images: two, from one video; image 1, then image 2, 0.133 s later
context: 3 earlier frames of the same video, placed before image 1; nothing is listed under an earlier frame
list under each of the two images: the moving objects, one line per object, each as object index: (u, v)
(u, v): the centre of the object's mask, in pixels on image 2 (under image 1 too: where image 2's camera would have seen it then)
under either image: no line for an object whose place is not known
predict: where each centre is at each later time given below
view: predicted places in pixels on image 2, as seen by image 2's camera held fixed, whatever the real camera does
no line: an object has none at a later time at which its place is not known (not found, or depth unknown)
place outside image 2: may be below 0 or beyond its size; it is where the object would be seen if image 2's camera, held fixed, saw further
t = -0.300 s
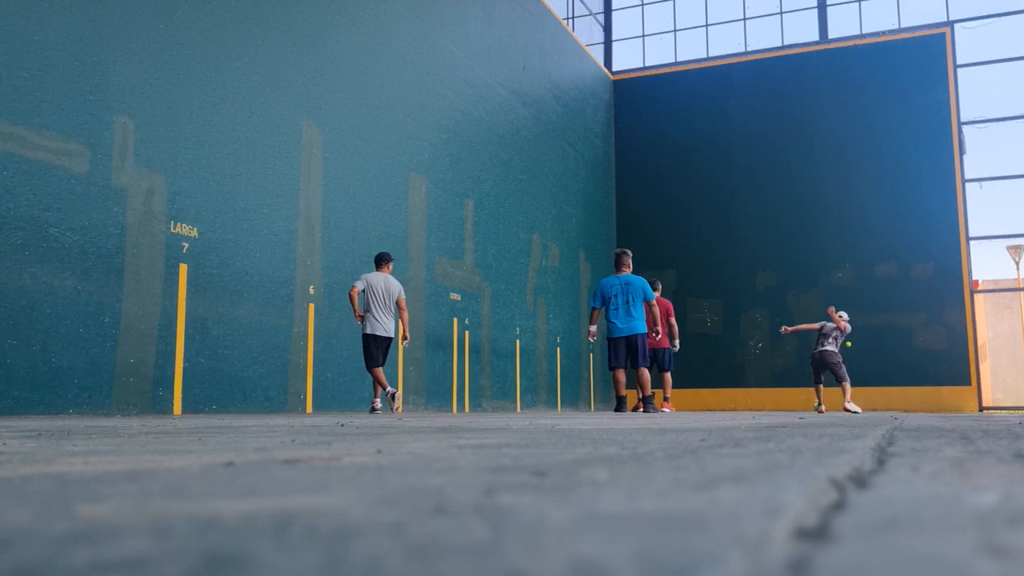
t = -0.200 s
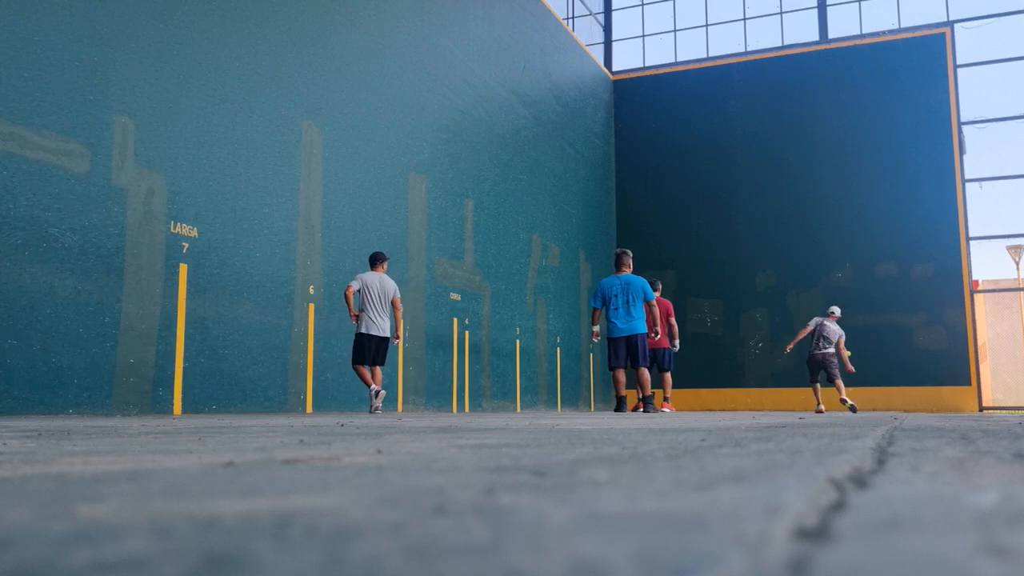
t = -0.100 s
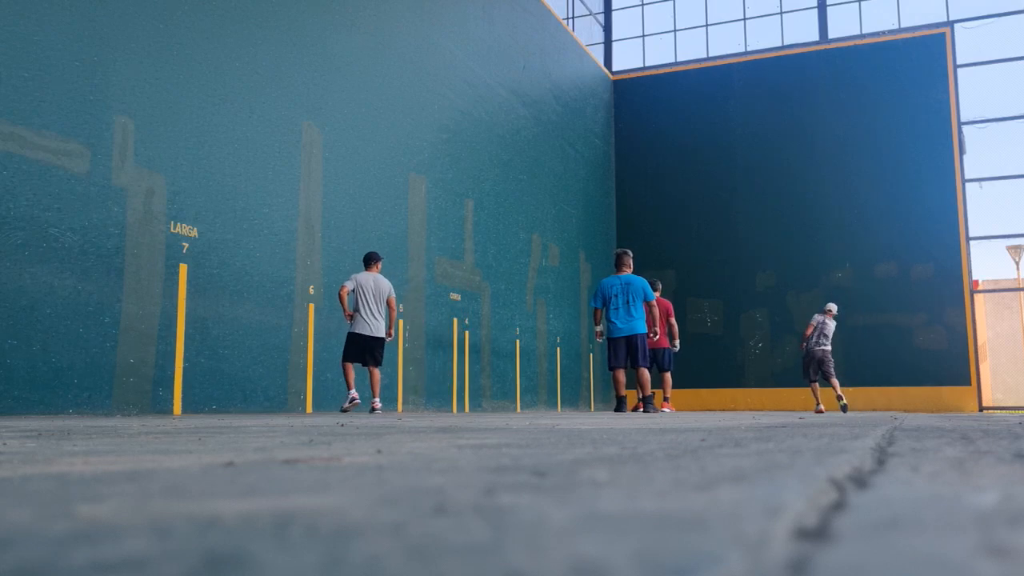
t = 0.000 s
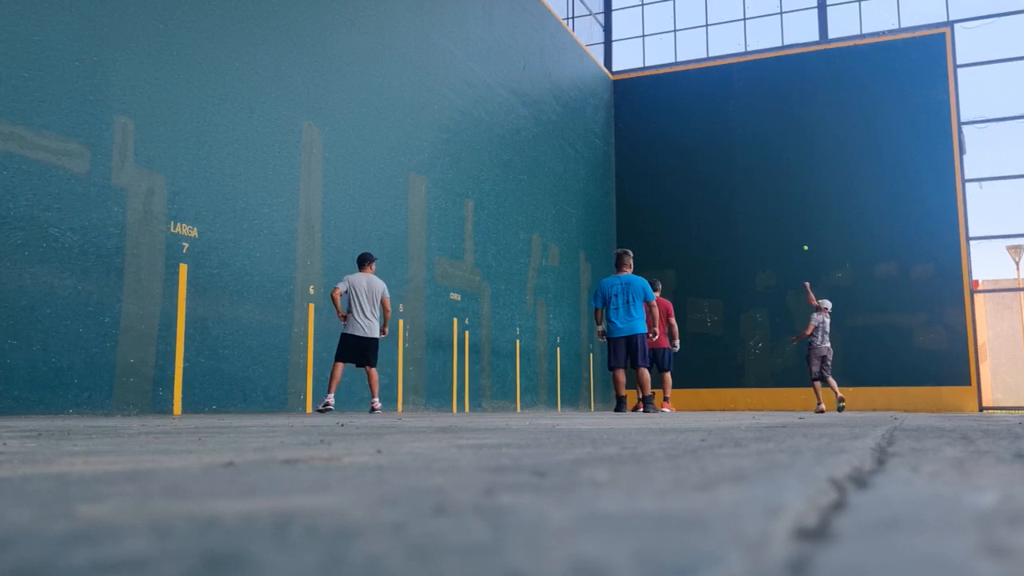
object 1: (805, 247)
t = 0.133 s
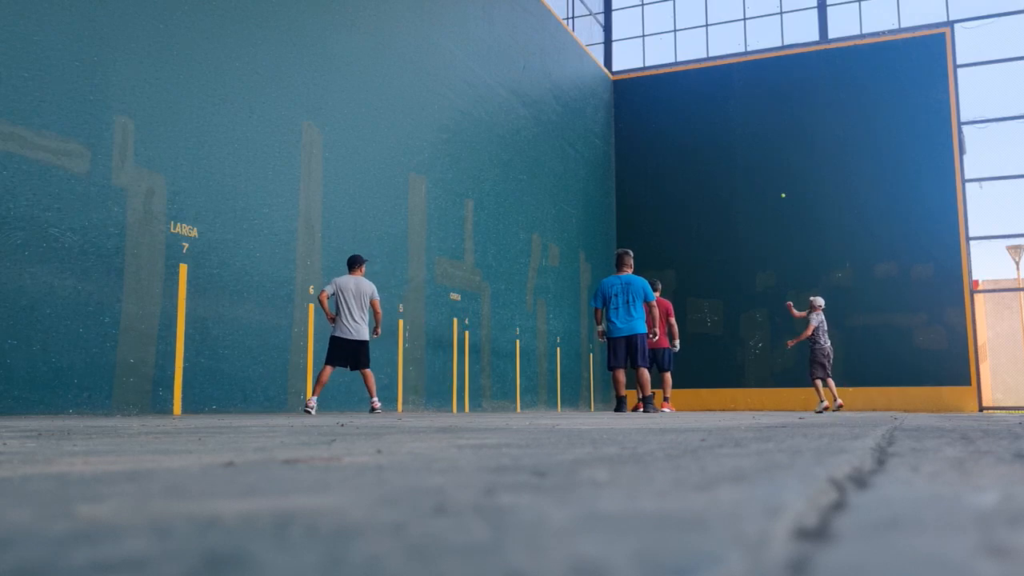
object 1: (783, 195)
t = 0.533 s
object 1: (738, 123)
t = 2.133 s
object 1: (301, 351)
